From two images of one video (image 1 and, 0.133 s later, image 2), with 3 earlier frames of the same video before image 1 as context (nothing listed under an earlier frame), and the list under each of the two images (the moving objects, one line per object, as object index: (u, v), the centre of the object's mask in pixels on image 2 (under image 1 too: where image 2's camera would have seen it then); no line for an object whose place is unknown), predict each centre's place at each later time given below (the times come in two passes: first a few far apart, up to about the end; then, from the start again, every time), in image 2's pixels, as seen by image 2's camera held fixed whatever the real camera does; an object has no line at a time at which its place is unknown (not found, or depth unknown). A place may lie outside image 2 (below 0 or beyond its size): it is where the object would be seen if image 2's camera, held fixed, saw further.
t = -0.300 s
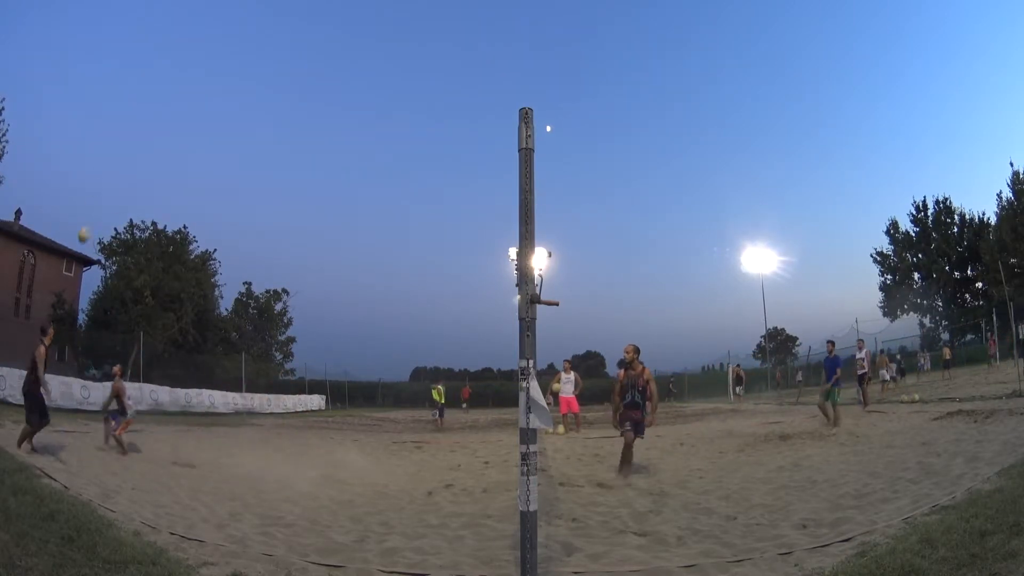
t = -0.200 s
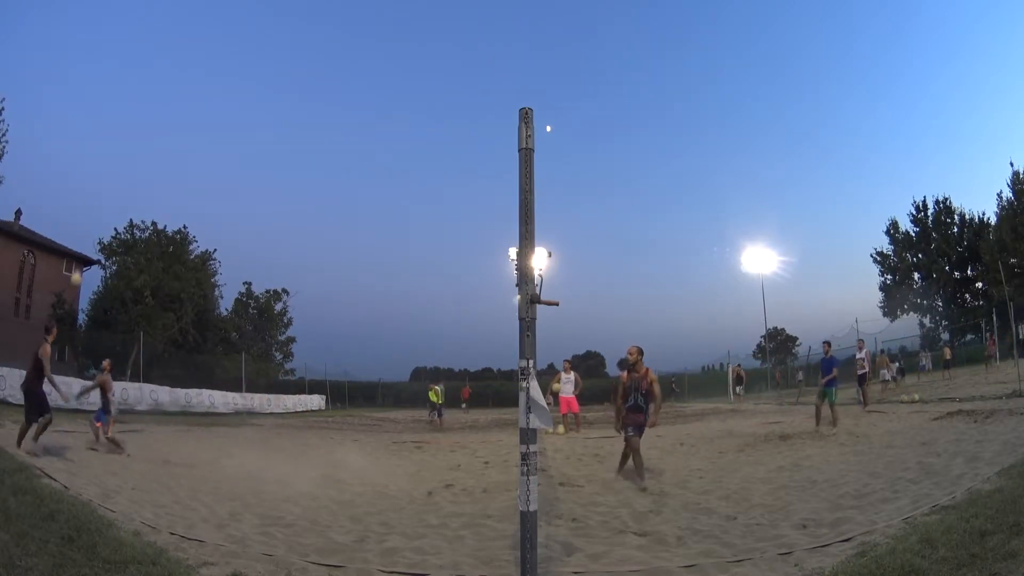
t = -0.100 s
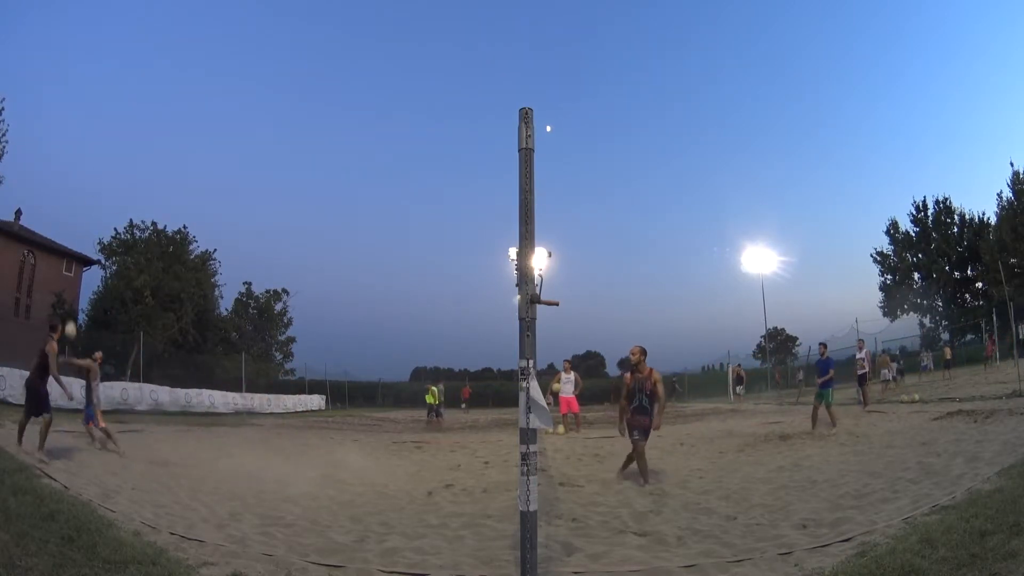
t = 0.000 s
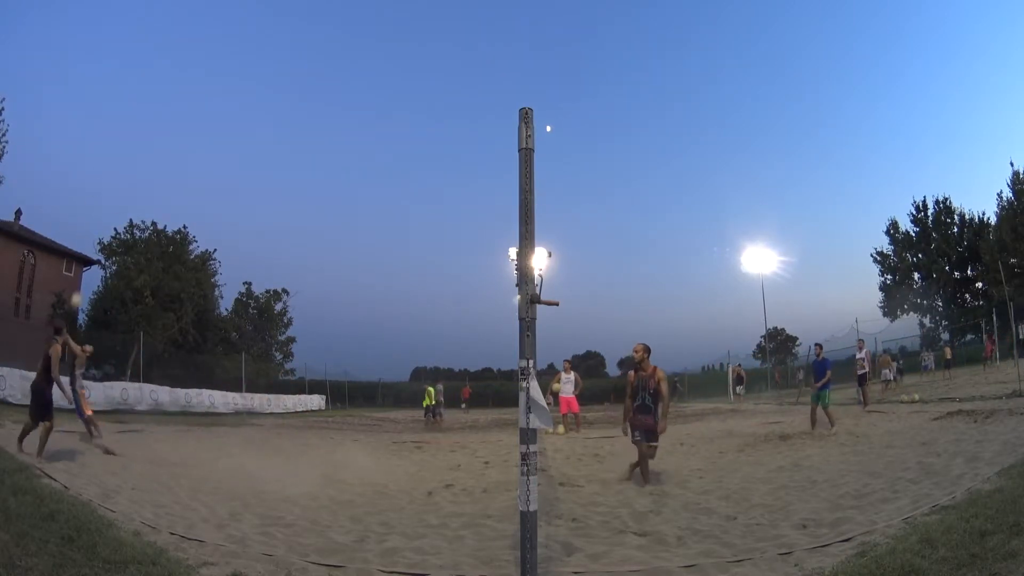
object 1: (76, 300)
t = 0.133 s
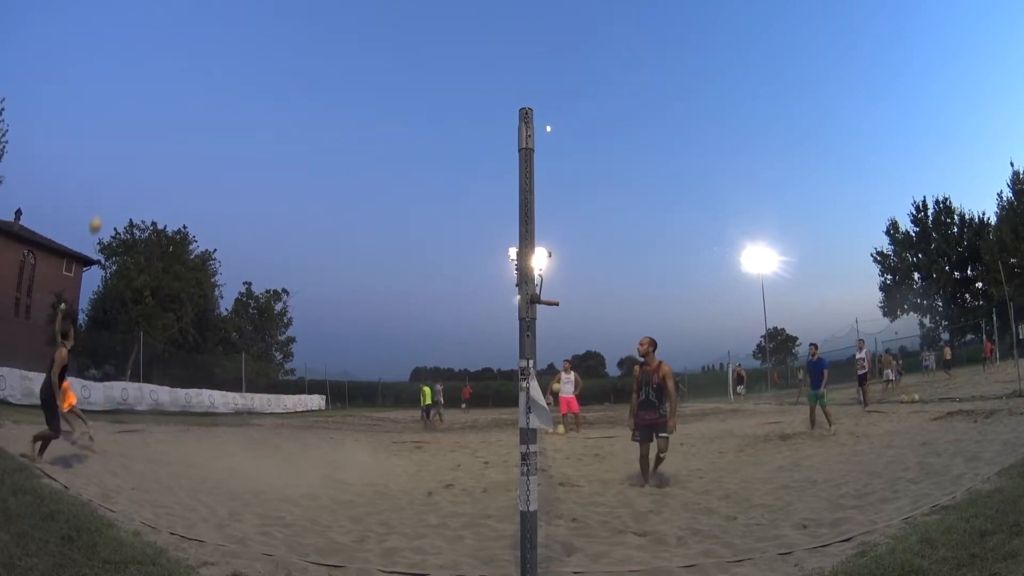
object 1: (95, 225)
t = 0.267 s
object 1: (119, 163)
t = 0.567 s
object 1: (172, 70)
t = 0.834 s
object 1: (210, 32)
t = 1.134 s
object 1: (241, 31)
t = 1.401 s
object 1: (257, 73)
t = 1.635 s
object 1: (265, 165)
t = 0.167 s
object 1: (101, 208)
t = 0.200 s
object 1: (107, 193)
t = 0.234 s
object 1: (113, 178)
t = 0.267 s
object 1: (119, 163)
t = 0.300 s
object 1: (125, 150)
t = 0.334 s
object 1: (131, 137)
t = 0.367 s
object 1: (137, 126)
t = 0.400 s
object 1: (143, 114)
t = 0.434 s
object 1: (149, 104)
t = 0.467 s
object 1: (155, 94)
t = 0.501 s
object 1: (161, 86)
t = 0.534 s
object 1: (167, 78)
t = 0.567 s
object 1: (172, 70)
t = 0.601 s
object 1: (177, 64)
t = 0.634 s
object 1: (182, 58)
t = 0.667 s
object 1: (188, 52)
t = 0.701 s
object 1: (192, 47)
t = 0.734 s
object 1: (197, 42)
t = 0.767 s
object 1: (202, 38)
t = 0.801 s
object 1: (206, 35)
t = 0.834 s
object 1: (210, 32)
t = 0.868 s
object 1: (215, 30)
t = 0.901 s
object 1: (218, 28)
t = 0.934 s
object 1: (222, 27)
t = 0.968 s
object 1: (226, 26)
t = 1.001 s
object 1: (229, 26)
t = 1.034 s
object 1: (232, 26)
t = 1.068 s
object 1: (235, 27)
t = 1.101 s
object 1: (238, 29)
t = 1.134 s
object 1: (241, 31)
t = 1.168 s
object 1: (243, 33)
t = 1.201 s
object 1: (246, 37)
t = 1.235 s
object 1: (248, 41)
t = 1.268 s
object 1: (250, 46)
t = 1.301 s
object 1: (252, 51)
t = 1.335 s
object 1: (254, 57)
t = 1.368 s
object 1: (255, 65)
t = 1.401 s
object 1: (257, 73)
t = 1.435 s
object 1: (258, 82)
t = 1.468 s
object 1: (260, 92)
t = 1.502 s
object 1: (261, 104)
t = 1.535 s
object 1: (262, 117)
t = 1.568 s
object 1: (263, 131)
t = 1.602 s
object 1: (264, 148)
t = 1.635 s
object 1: (265, 165)
